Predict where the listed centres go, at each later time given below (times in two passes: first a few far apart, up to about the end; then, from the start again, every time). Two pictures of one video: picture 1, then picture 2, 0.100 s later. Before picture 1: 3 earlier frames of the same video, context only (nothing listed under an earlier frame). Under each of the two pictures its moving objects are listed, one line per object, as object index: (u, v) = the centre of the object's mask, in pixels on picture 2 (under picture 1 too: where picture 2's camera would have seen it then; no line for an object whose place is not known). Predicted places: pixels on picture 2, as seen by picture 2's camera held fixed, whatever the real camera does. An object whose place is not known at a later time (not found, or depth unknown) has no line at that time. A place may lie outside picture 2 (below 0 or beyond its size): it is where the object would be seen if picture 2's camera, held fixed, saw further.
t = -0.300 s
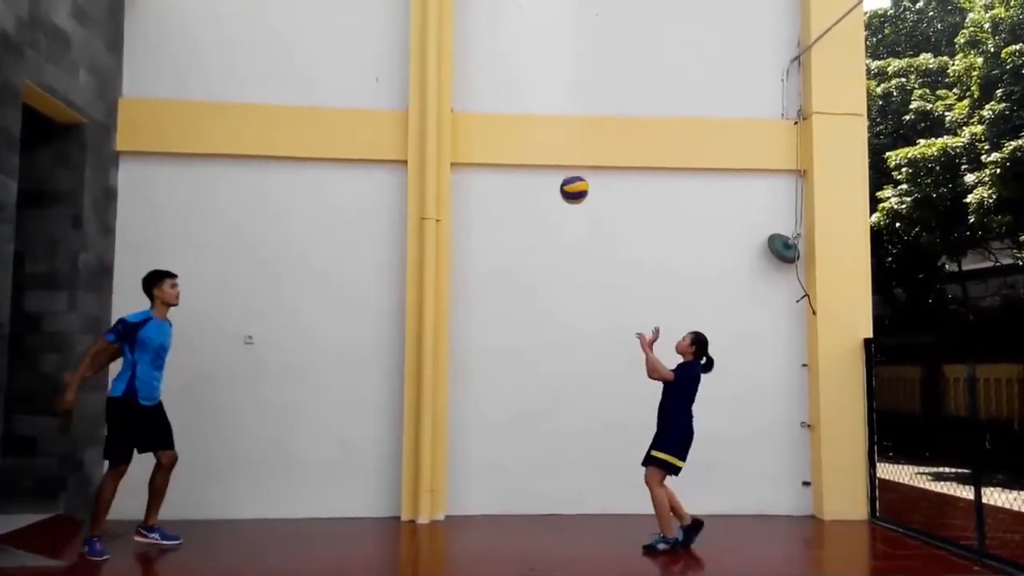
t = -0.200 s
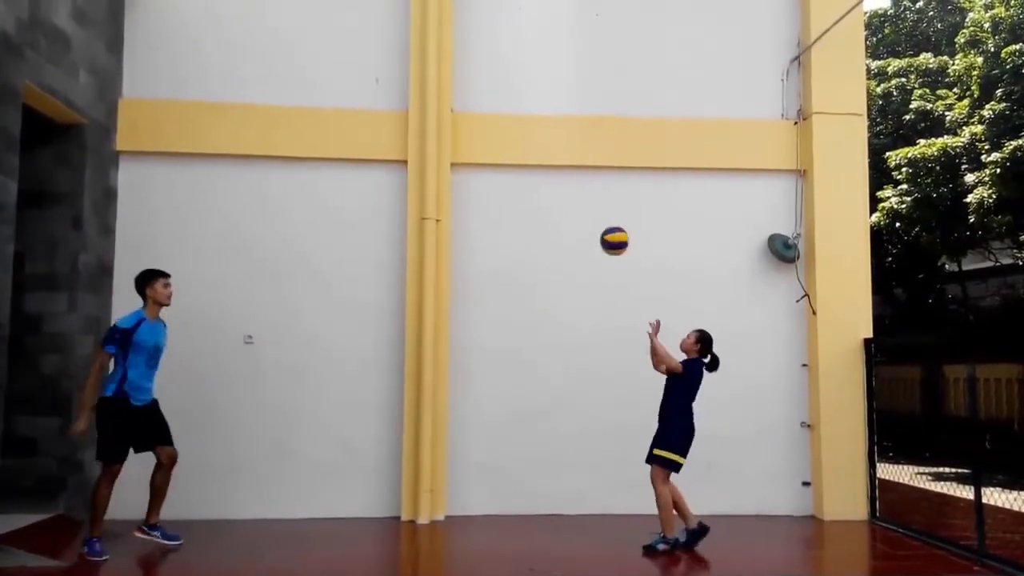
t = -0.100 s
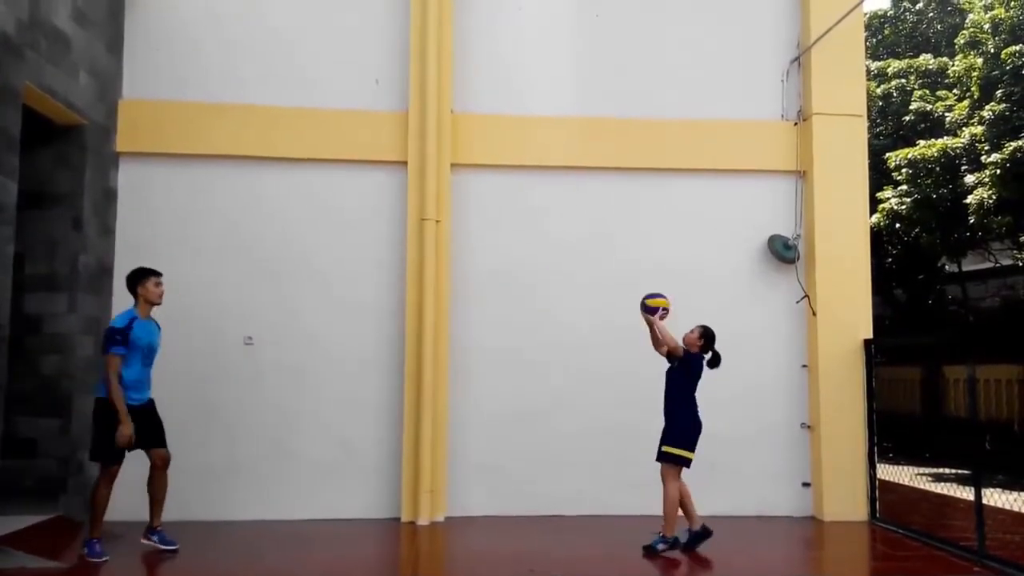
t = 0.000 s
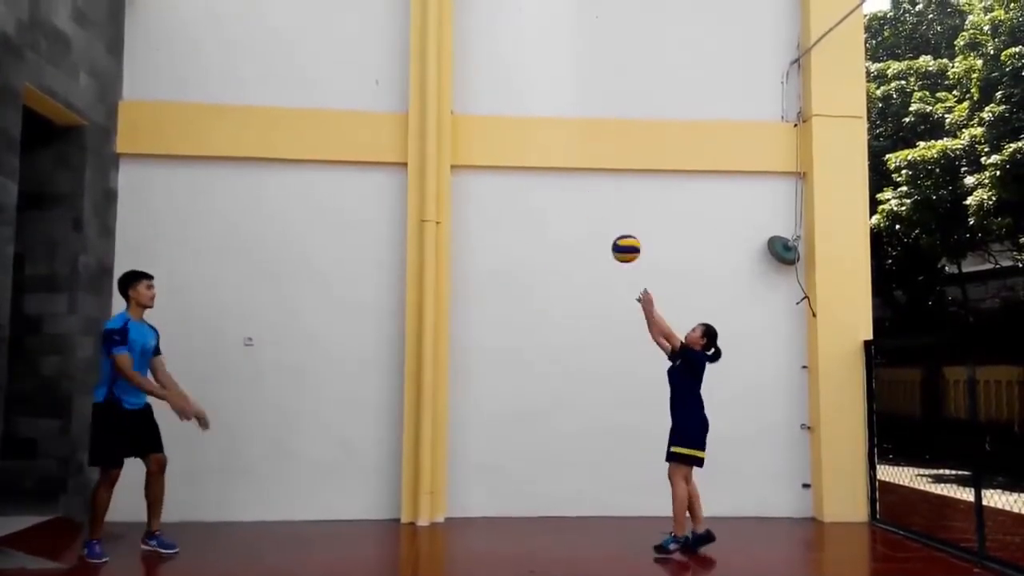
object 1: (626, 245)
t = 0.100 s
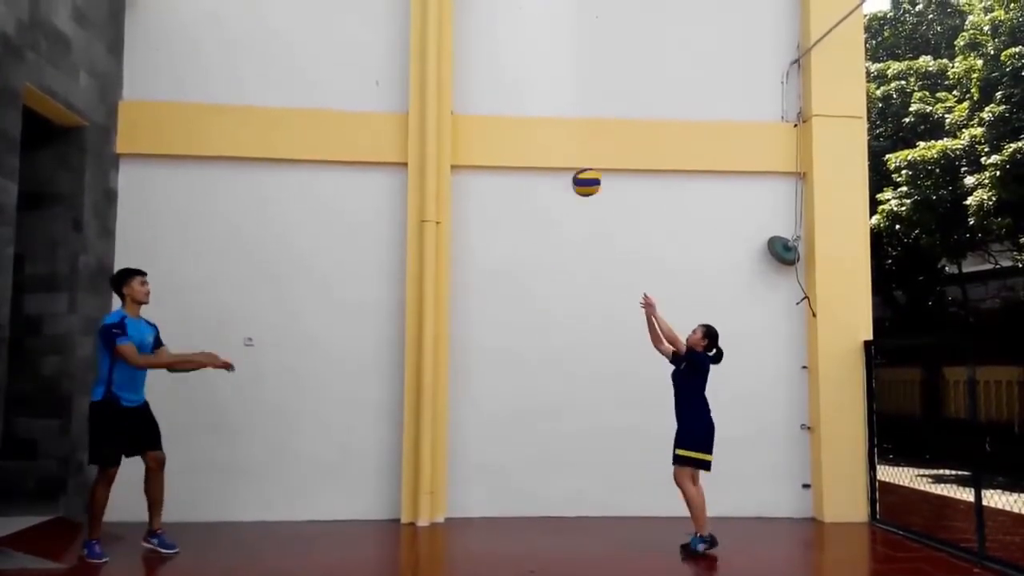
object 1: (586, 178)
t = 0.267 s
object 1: (521, 94)
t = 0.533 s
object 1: (414, 34)
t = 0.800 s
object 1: (305, 67)
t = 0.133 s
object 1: (573, 159)
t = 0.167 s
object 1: (560, 140)
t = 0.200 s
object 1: (547, 123)
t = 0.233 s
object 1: (534, 108)
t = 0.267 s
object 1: (521, 94)
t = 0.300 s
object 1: (508, 81)
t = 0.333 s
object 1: (494, 70)
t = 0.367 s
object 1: (481, 60)
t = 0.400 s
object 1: (468, 52)
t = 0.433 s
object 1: (454, 46)
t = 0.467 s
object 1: (442, 40)
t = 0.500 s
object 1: (428, 36)
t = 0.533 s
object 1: (414, 34)
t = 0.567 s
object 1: (401, 32)
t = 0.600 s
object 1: (388, 33)
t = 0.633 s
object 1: (374, 34)
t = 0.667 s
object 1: (361, 38)
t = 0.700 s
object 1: (347, 43)
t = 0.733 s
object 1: (333, 50)
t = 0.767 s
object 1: (319, 58)
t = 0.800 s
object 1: (305, 67)
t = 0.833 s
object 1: (291, 80)
